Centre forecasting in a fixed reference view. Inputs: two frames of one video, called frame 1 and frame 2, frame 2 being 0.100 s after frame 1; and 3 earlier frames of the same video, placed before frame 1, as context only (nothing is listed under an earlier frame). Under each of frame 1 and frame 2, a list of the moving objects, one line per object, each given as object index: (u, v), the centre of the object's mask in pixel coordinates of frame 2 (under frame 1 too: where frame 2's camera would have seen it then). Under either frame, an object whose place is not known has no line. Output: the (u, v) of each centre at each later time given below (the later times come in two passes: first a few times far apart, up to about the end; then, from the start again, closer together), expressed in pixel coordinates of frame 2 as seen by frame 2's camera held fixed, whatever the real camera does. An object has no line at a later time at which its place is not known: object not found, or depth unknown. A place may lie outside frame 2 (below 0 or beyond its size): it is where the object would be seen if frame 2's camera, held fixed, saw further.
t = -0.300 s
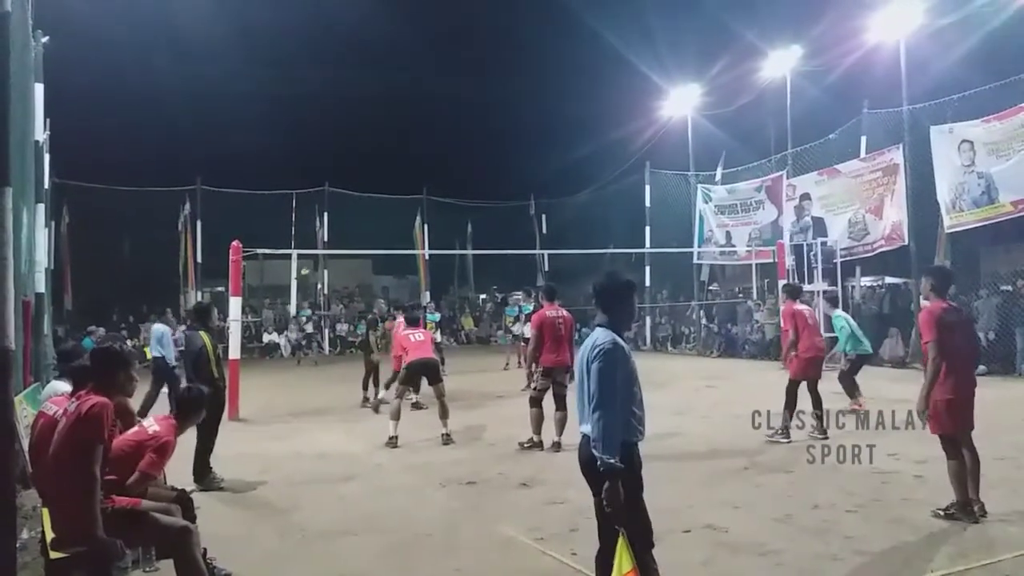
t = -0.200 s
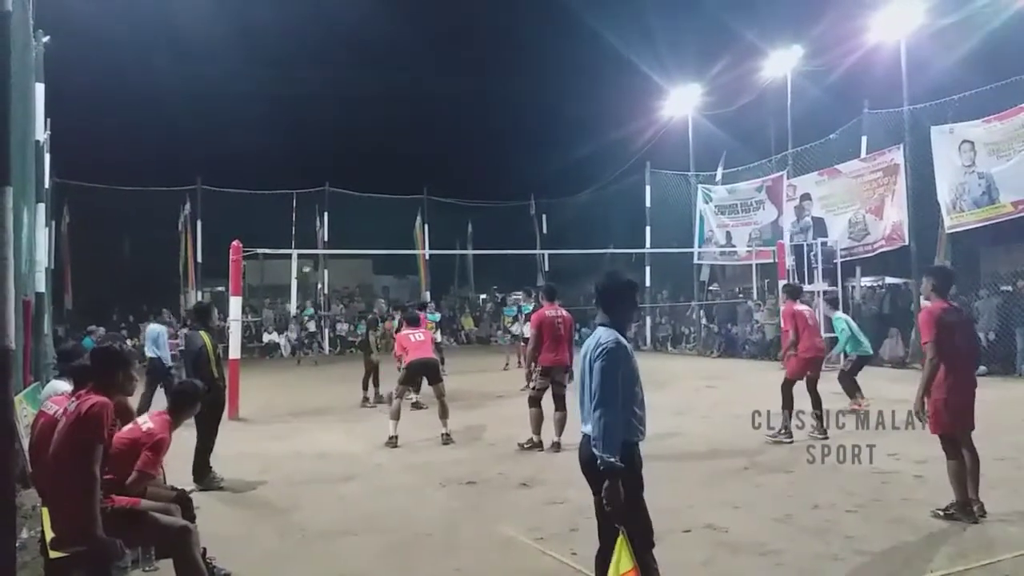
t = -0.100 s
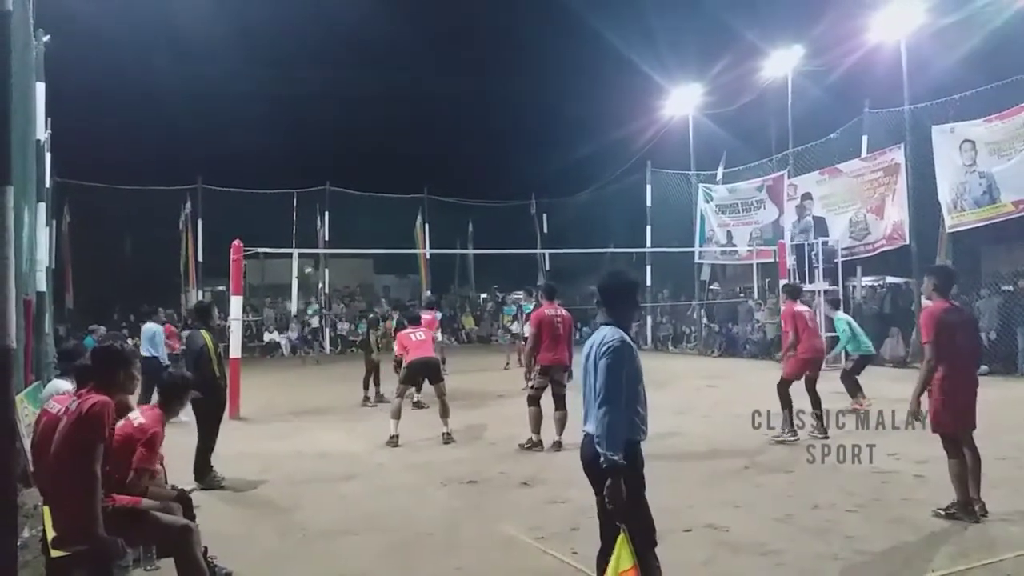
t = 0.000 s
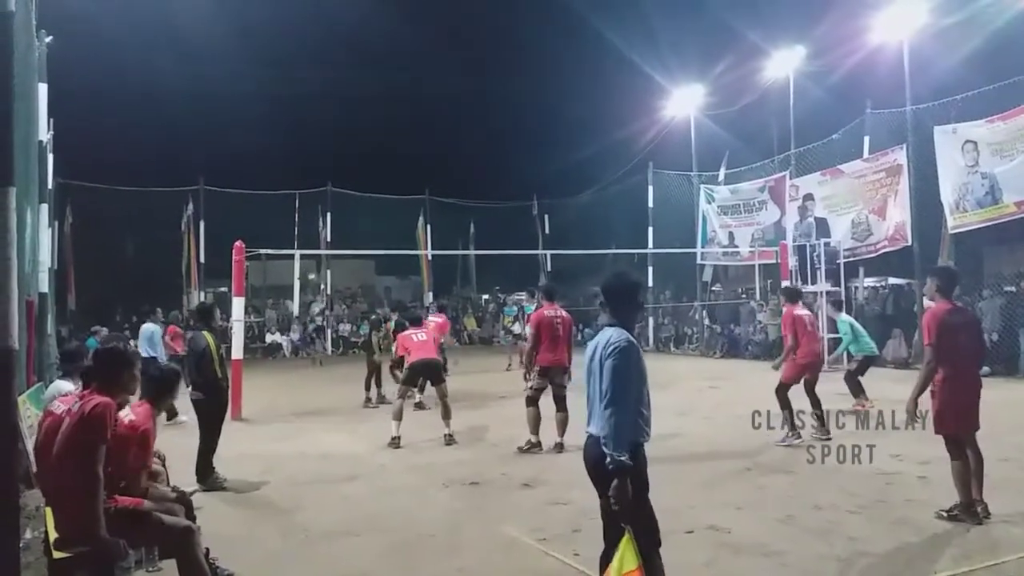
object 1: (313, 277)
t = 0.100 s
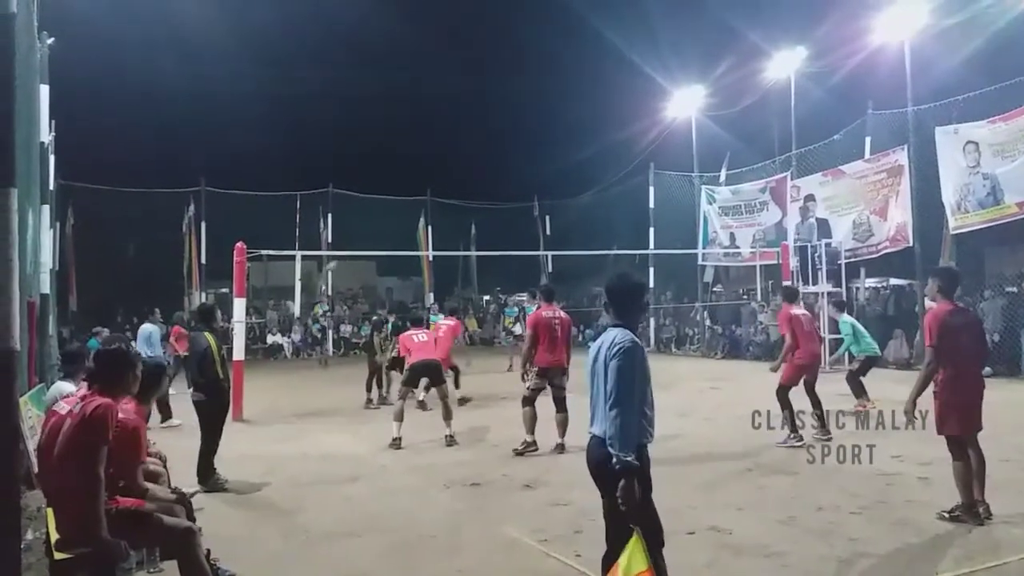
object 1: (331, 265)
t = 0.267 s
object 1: (377, 235)
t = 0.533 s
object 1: (461, 202)
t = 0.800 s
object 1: (567, 197)
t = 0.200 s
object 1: (358, 247)
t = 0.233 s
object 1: (367, 241)
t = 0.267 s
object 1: (377, 235)
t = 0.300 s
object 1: (386, 230)
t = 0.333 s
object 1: (396, 225)
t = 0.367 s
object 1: (406, 220)
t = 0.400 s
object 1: (416, 216)
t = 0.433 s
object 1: (427, 212)
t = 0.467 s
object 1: (438, 208)
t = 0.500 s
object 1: (449, 205)
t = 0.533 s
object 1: (461, 202)
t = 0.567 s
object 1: (472, 201)
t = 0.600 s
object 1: (485, 198)
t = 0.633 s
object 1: (498, 197)
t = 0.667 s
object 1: (510, 196)
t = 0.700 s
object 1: (524, 196)
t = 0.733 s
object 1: (537, 196)
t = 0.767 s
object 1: (551, 196)
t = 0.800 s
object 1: (567, 197)
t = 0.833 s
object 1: (582, 199)
